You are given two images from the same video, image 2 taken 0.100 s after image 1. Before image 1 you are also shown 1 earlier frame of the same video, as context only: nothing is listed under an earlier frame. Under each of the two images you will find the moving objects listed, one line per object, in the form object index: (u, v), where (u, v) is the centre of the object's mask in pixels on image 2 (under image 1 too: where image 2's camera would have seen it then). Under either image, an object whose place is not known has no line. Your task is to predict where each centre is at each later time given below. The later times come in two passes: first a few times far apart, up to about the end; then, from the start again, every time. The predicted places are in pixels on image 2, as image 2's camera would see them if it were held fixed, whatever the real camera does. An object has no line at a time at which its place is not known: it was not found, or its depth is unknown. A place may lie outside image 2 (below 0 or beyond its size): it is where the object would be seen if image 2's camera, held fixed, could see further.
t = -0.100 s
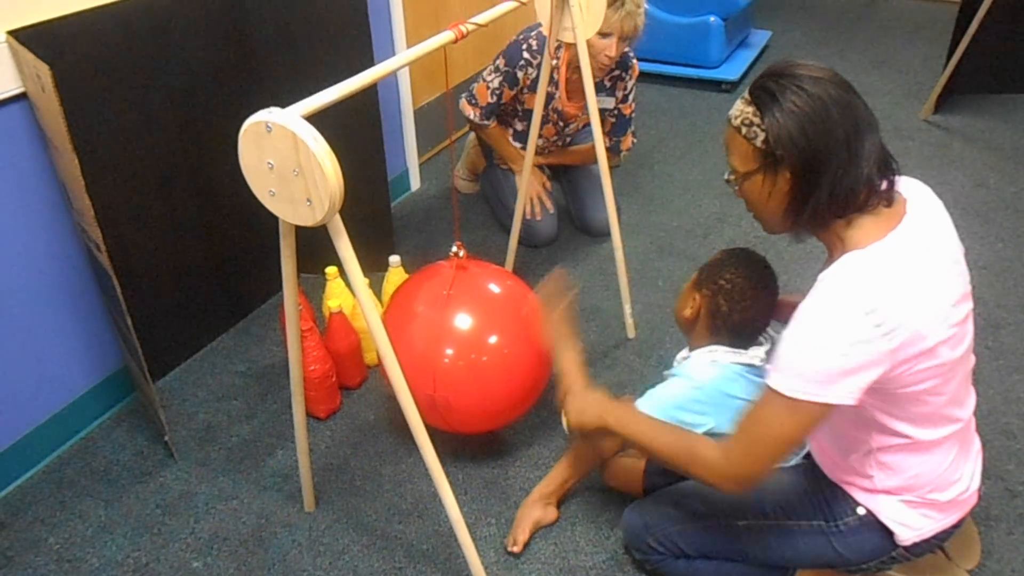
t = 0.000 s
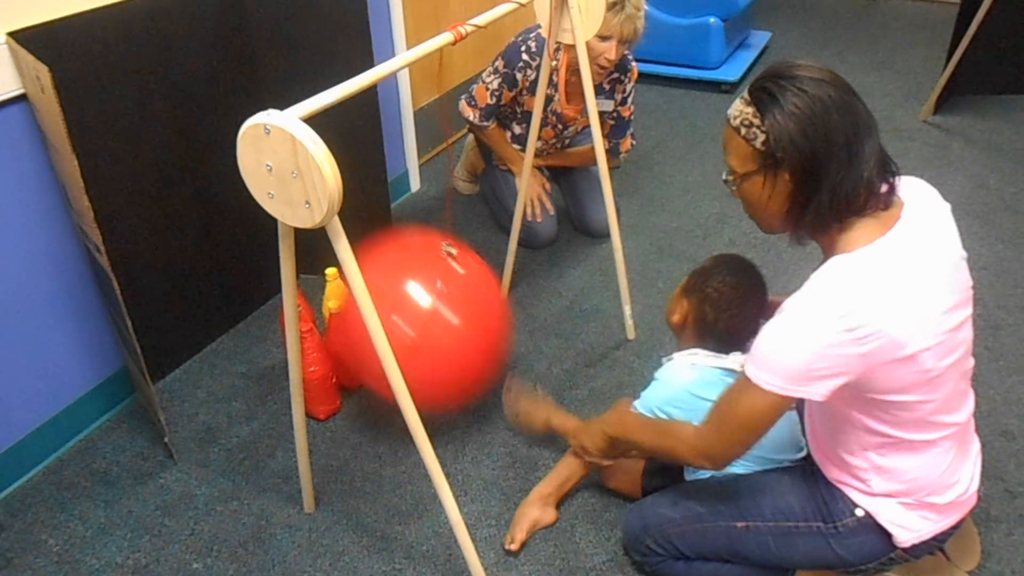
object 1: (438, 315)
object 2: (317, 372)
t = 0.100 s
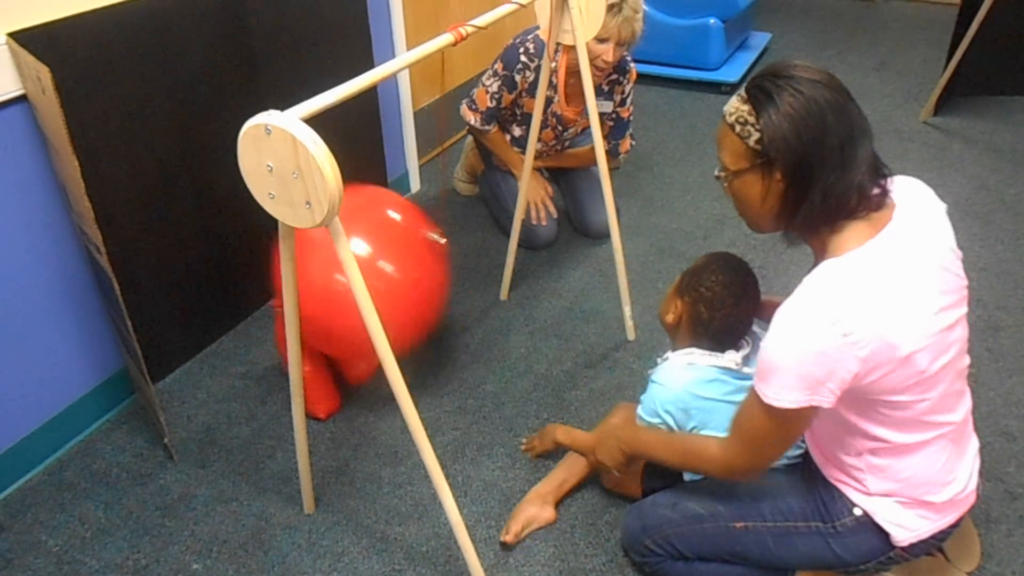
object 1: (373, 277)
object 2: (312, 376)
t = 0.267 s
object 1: (281, 266)
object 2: (258, 364)
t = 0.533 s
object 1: (357, 262)
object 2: (249, 398)
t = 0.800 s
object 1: (470, 336)
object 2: (247, 403)
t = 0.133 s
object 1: (365, 270)
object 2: (303, 367)
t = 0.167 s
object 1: (358, 263)
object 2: (288, 363)
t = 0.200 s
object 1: (357, 258)
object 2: (278, 362)
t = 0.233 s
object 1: (282, 272)
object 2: (271, 363)
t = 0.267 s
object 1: (281, 266)
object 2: (258, 364)
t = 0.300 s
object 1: (277, 264)
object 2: (253, 393)
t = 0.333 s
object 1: (274, 263)
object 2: (253, 393)
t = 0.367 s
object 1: (273, 261)
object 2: (253, 392)
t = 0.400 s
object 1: (274, 261)
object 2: (251, 392)
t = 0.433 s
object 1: (277, 263)
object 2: (250, 394)
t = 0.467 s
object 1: (279, 266)
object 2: (250, 395)
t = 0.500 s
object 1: (354, 257)
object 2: (250, 396)
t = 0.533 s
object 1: (357, 262)
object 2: (249, 398)
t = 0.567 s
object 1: (361, 270)
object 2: (249, 399)
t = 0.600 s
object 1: (366, 282)
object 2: (249, 400)
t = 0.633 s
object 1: (374, 291)
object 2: (248, 401)
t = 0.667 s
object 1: (385, 304)
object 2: (248, 402)
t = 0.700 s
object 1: (408, 313)
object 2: (248, 402)
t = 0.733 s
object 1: (438, 319)
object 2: (248, 402)
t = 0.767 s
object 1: (453, 328)
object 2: (248, 402)
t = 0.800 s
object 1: (470, 336)
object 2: (247, 403)
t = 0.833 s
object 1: (488, 341)
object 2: (248, 403)
